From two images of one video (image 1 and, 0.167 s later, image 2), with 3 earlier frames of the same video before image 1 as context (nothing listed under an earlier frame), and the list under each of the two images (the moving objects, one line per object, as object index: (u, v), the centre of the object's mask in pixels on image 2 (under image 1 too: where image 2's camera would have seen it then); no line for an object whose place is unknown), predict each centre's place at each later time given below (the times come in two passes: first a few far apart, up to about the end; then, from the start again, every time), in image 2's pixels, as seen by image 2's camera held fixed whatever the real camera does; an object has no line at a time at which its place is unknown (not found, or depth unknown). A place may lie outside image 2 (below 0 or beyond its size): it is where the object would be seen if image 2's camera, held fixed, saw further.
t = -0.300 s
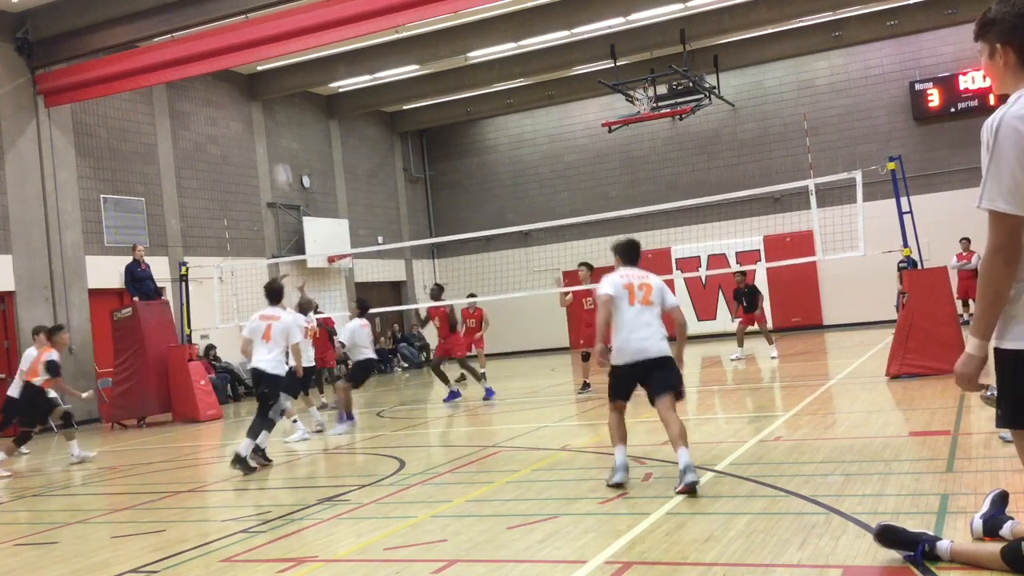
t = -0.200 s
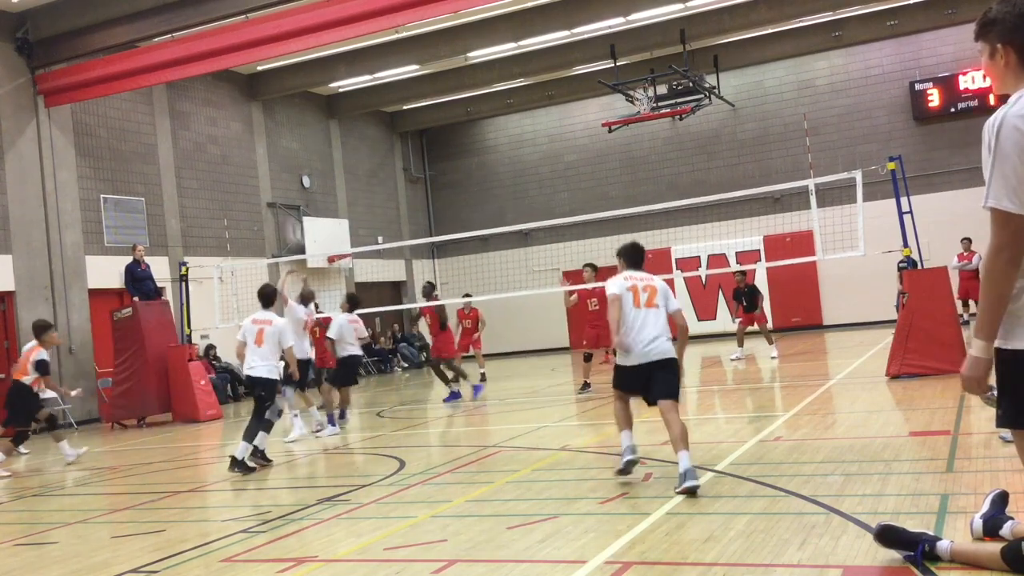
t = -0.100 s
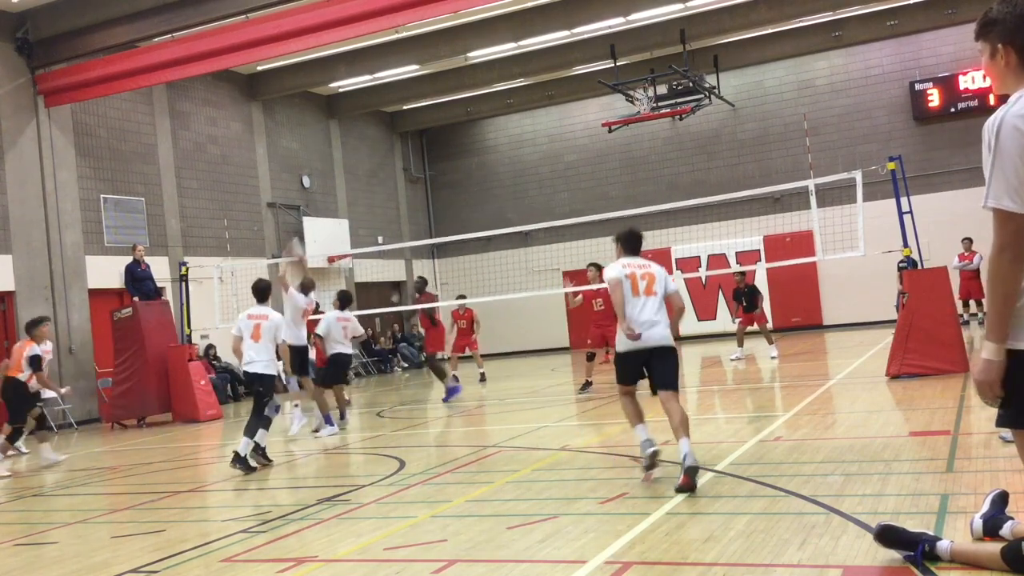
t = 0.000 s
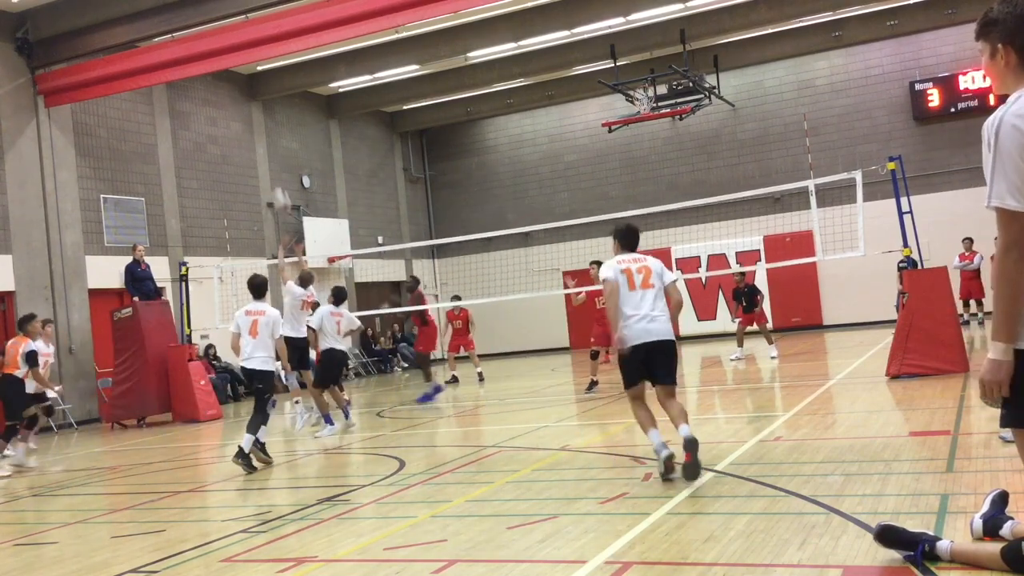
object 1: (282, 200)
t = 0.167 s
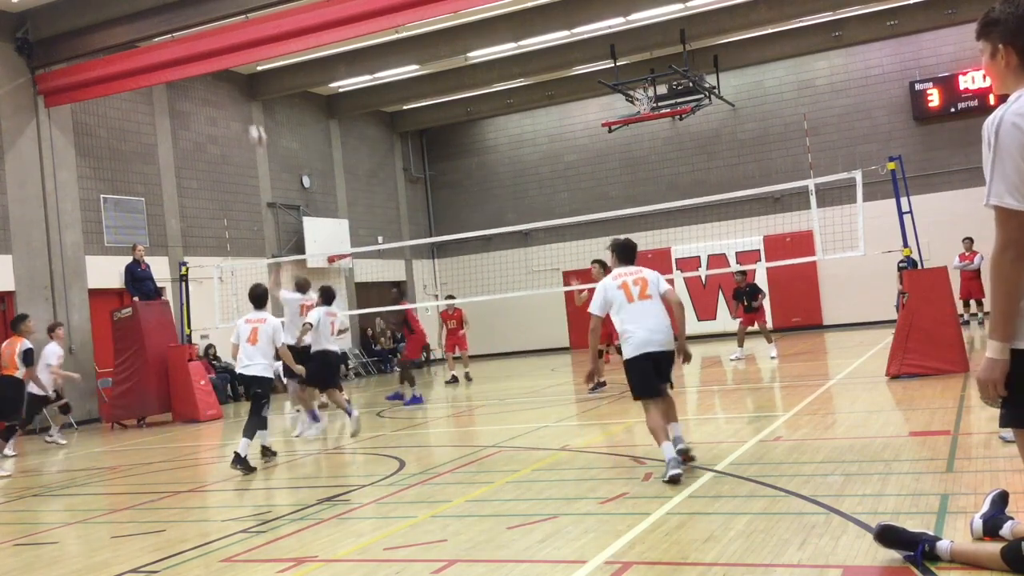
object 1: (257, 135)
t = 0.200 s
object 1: (253, 125)
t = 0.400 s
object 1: (230, 83)
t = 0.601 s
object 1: (212, 74)
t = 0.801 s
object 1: (199, 90)
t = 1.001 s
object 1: (189, 137)
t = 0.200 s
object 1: (253, 125)
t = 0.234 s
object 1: (249, 115)
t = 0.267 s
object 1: (245, 107)
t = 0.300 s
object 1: (240, 99)
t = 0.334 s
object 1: (237, 93)
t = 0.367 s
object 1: (234, 88)
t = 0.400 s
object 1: (230, 83)
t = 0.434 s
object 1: (227, 79)
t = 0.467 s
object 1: (224, 77)
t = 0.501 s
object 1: (221, 75)
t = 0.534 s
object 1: (218, 74)
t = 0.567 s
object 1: (215, 73)
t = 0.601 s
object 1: (212, 74)
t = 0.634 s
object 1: (210, 75)
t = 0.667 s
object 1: (207, 77)
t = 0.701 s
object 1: (205, 79)
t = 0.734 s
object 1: (203, 82)
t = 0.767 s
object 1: (201, 85)
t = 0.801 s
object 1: (199, 90)
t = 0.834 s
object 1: (197, 96)
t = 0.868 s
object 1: (195, 103)
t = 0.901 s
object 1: (193, 110)
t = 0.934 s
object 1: (192, 118)
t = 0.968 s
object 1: (190, 127)
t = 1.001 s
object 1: (189, 137)
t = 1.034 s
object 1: (187, 147)
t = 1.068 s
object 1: (186, 157)
